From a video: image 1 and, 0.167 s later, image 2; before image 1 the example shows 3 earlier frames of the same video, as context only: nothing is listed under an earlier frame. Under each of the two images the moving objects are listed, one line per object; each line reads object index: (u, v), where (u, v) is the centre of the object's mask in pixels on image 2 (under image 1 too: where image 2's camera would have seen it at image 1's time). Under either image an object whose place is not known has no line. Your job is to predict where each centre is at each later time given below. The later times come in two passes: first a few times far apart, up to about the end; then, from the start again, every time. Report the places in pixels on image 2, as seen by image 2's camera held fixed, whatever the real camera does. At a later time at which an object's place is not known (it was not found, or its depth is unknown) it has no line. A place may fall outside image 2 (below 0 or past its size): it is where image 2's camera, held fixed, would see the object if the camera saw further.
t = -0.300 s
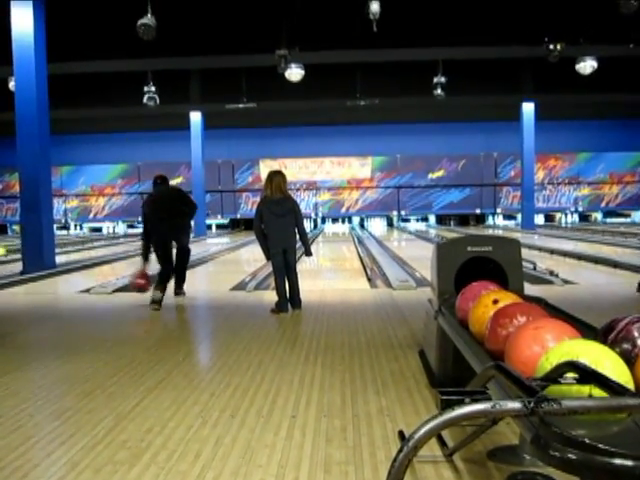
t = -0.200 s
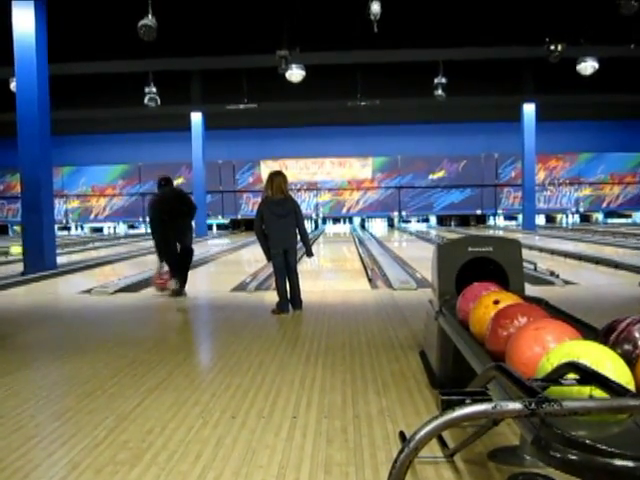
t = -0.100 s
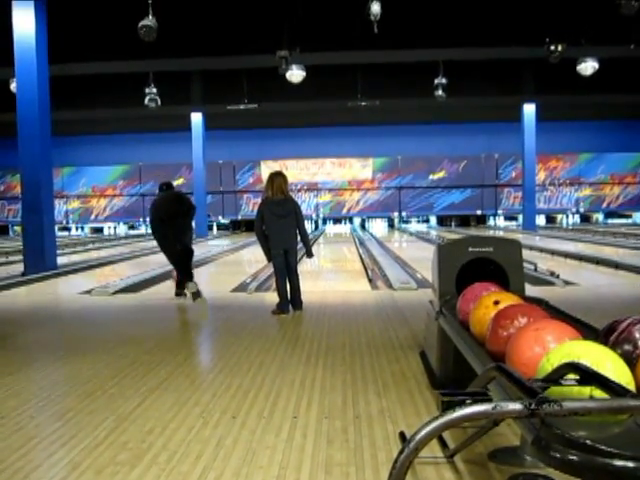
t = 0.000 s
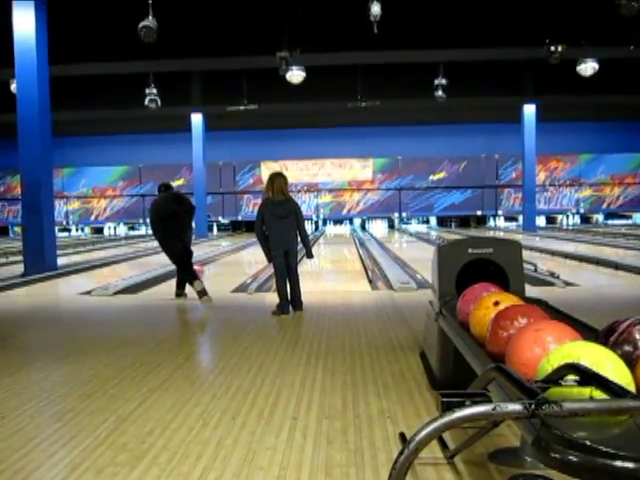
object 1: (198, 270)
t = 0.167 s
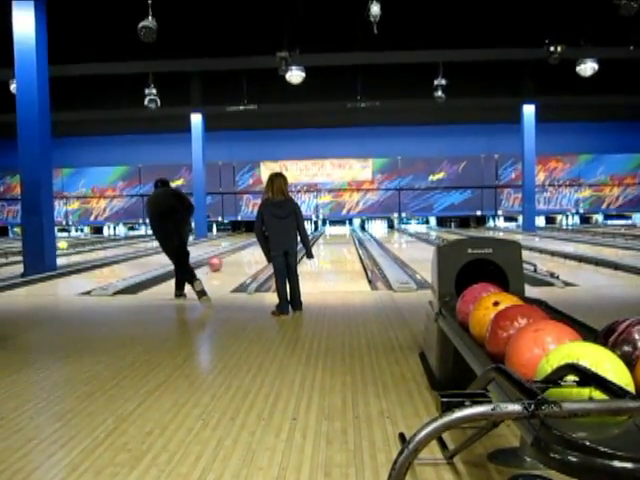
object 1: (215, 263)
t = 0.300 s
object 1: (227, 260)
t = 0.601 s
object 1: (248, 250)
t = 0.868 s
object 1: (258, 246)
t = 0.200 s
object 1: (218, 263)
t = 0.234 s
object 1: (221, 261)
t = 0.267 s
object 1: (224, 261)
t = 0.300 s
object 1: (227, 260)
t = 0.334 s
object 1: (230, 258)
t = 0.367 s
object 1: (232, 258)
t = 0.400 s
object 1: (235, 256)
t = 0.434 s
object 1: (238, 255)
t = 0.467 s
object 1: (240, 254)
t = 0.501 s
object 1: (242, 253)
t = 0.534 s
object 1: (244, 252)
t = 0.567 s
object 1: (246, 251)
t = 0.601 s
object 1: (248, 250)
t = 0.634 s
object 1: (250, 249)
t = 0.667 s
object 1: (251, 249)
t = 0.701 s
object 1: (253, 248)
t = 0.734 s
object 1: (255, 247)
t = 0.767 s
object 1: (257, 247)
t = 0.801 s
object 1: (258, 247)
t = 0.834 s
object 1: (258, 246)
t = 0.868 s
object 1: (258, 246)
